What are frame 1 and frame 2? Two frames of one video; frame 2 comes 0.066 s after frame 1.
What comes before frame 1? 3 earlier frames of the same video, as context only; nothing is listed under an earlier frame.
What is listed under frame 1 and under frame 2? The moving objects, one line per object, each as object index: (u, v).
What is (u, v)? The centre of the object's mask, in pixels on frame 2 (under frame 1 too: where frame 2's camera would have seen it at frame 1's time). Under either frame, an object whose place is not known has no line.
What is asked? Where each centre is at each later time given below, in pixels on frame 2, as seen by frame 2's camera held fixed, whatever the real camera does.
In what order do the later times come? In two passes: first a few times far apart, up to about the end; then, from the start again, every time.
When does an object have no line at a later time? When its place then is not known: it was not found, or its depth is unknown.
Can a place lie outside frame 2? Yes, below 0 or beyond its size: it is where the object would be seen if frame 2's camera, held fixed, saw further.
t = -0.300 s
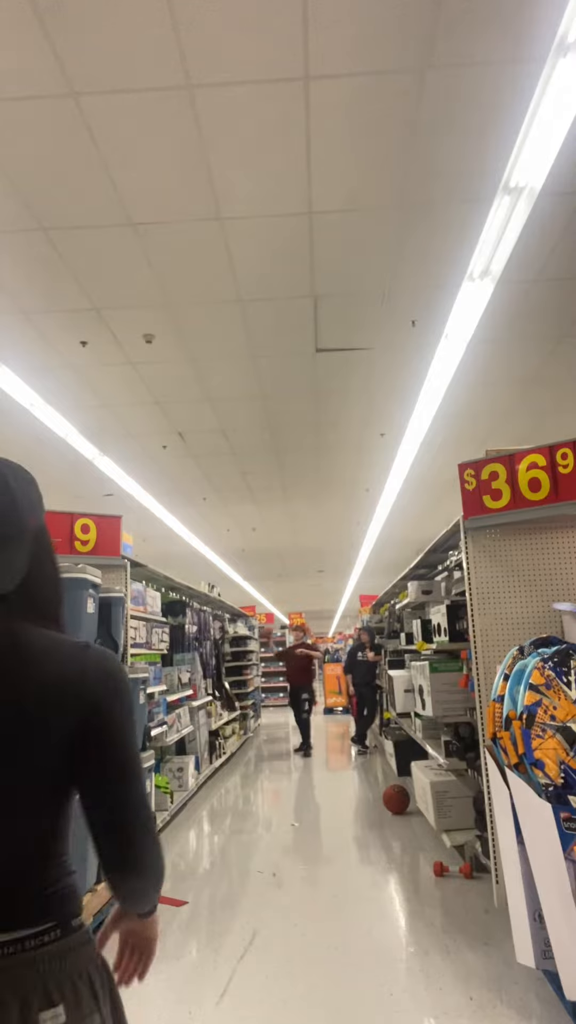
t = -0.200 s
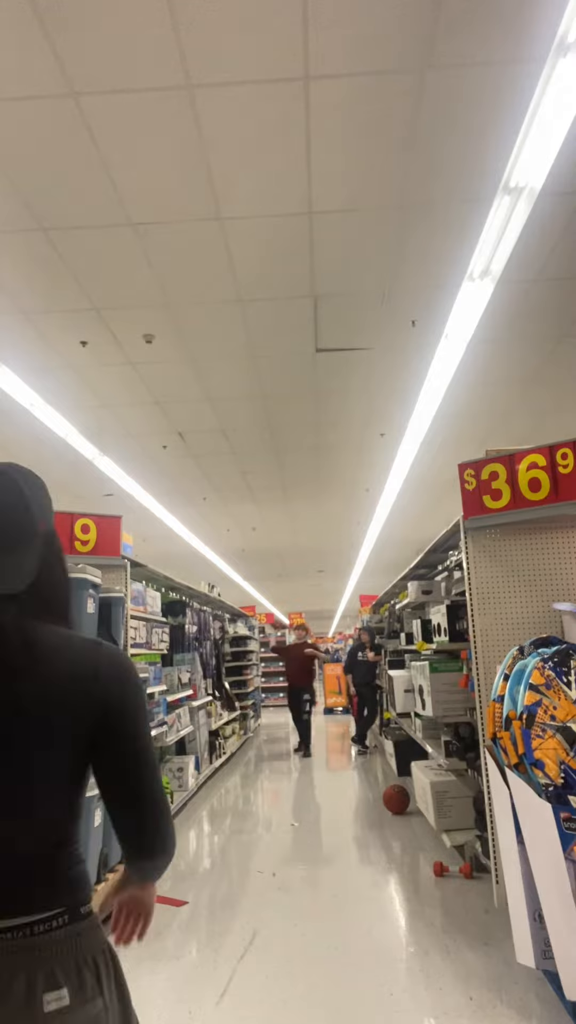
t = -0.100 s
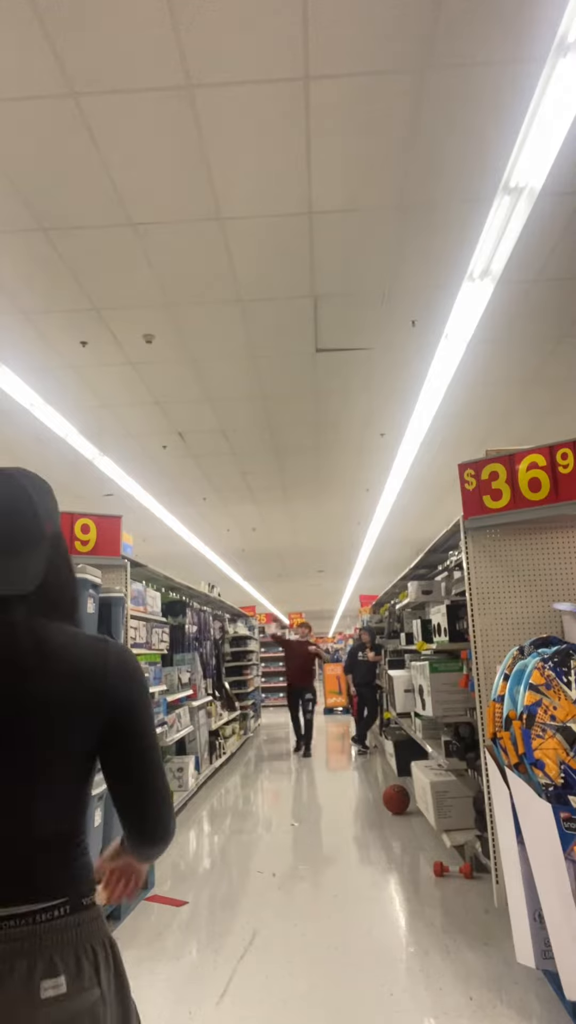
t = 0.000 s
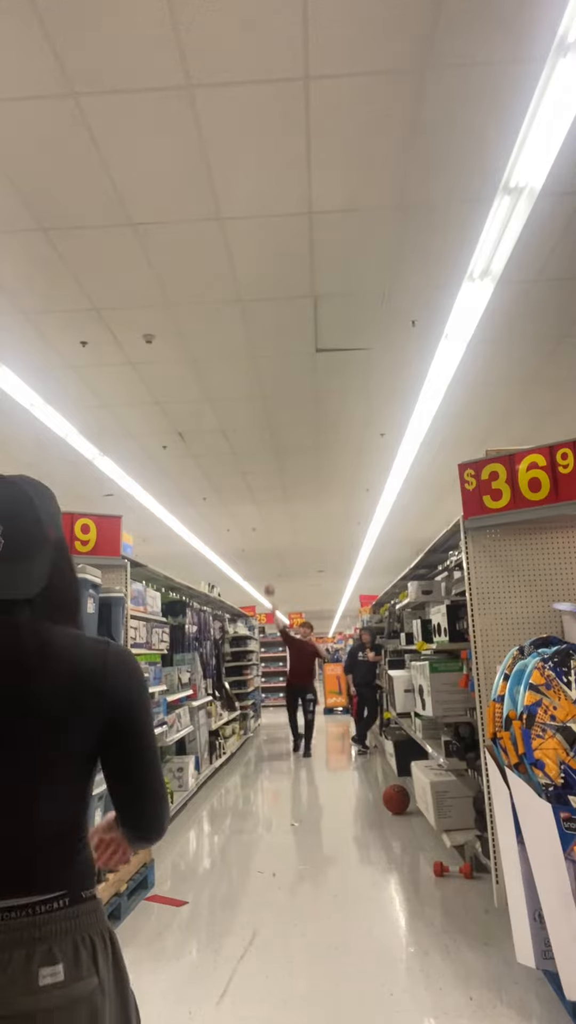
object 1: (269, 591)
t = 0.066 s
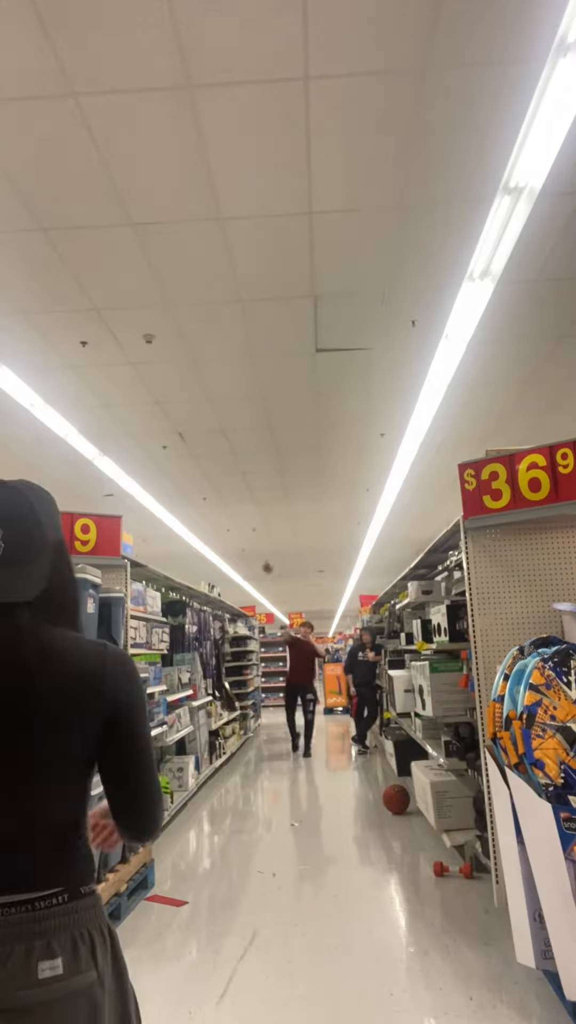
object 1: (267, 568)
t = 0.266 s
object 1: (265, 501)
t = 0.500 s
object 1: (262, 435)
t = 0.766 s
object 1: (253, 396)
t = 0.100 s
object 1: (267, 556)
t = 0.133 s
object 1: (267, 545)
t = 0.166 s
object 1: (267, 533)
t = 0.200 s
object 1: (266, 522)
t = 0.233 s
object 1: (266, 511)
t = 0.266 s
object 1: (265, 501)
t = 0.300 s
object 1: (264, 490)
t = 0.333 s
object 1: (264, 480)
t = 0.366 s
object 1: (263, 471)
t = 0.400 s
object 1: (263, 461)
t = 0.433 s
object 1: (263, 452)
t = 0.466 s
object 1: (262, 443)
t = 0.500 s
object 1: (262, 435)
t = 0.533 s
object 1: (261, 428)
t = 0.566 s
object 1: (260, 420)
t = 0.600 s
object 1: (259, 414)
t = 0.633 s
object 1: (258, 408)
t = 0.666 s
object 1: (257, 403)
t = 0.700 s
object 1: (256, 399)
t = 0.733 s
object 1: (255, 397)
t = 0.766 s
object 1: (253, 396)
